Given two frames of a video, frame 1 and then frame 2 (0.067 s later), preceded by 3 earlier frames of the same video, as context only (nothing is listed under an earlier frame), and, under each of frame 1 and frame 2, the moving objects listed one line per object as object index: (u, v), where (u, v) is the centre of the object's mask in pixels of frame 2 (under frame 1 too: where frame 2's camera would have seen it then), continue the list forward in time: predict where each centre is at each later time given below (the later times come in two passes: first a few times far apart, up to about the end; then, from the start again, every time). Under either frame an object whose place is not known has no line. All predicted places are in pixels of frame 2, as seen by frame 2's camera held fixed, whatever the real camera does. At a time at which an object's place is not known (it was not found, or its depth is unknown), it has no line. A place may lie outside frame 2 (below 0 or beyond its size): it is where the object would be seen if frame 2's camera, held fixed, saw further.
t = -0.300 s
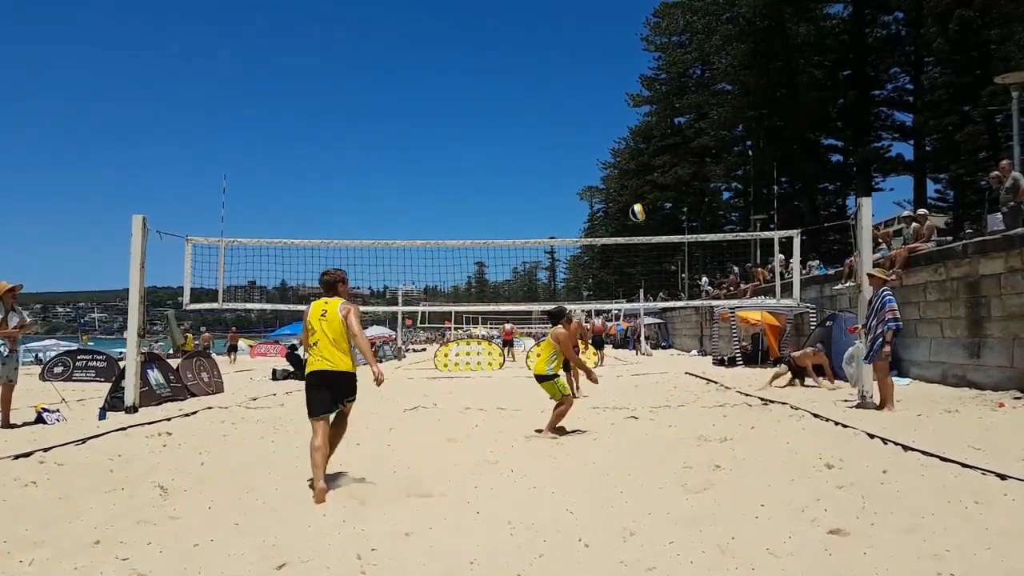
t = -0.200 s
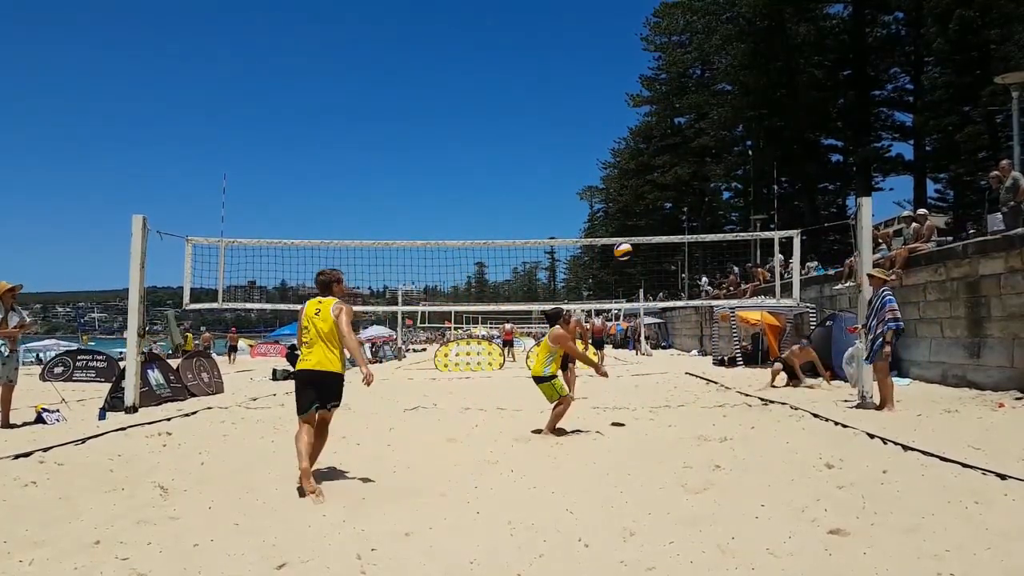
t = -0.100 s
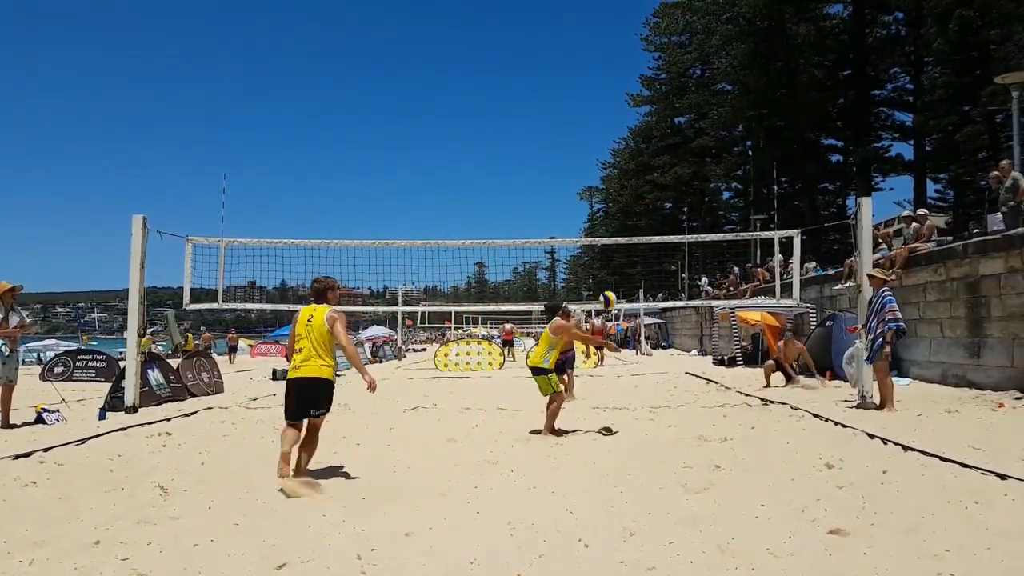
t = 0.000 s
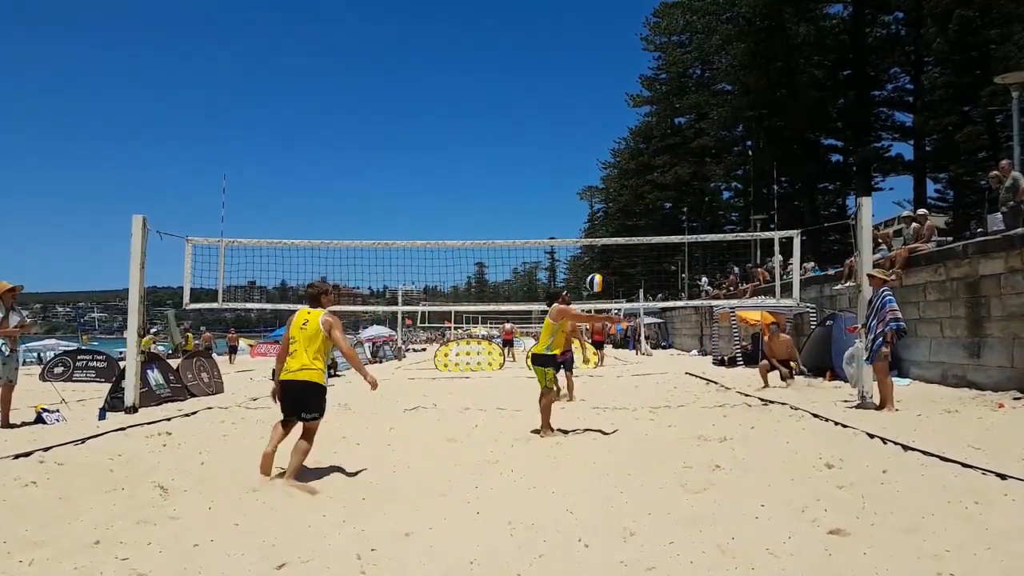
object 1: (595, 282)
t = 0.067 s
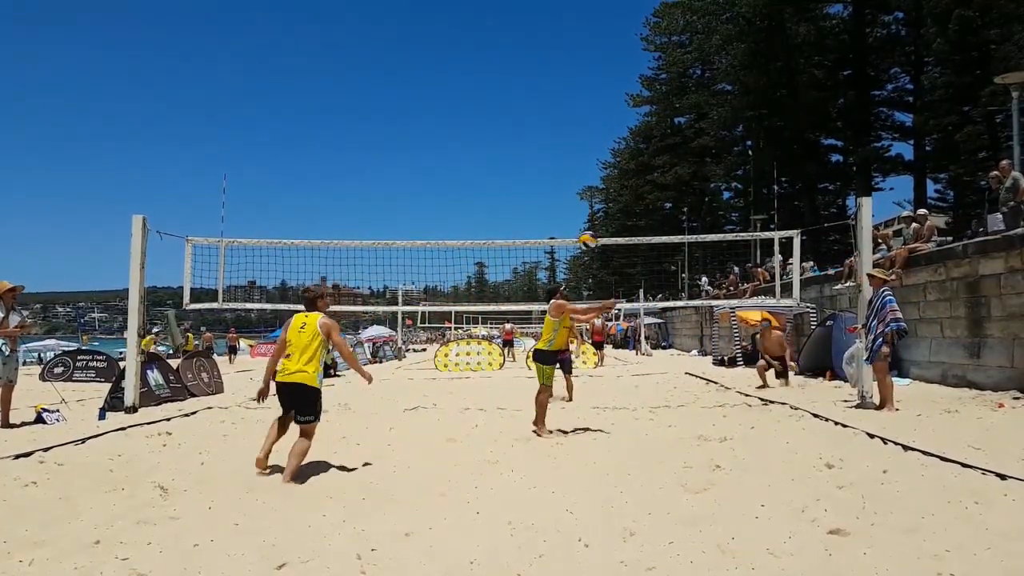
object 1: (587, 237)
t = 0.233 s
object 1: (570, 151)
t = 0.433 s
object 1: (549, 75)
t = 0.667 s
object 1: (530, 27)
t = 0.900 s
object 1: (509, 36)
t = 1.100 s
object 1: (496, 79)
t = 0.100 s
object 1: (583, 221)
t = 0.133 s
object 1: (580, 202)
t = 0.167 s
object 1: (577, 184)
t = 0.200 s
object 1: (574, 165)
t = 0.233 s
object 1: (570, 151)
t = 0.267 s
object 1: (566, 135)
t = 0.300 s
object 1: (563, 121)
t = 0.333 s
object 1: (562, 106)
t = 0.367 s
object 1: (557, 92)
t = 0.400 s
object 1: (553, 83)
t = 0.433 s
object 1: (549, 75)
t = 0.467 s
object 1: (547, 66)
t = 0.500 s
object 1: (546, 51)
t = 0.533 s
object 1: (541, 45)
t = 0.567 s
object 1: (538, 43)
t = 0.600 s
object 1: (535, 38)
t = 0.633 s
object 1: (532, 33)
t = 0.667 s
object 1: (530, 27)
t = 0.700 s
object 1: (526, 23)
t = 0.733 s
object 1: (523, 27)
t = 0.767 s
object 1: (520, 27)
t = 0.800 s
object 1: (517, 27)
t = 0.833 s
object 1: (515, 24)
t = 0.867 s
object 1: (511, 29)
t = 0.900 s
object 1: (509, 36)
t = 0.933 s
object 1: (506, 41)
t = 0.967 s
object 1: (505, 44)
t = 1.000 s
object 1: (501, 48)
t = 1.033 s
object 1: (498, 59)
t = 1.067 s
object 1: (496, 71)
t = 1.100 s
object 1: (496, 79)
